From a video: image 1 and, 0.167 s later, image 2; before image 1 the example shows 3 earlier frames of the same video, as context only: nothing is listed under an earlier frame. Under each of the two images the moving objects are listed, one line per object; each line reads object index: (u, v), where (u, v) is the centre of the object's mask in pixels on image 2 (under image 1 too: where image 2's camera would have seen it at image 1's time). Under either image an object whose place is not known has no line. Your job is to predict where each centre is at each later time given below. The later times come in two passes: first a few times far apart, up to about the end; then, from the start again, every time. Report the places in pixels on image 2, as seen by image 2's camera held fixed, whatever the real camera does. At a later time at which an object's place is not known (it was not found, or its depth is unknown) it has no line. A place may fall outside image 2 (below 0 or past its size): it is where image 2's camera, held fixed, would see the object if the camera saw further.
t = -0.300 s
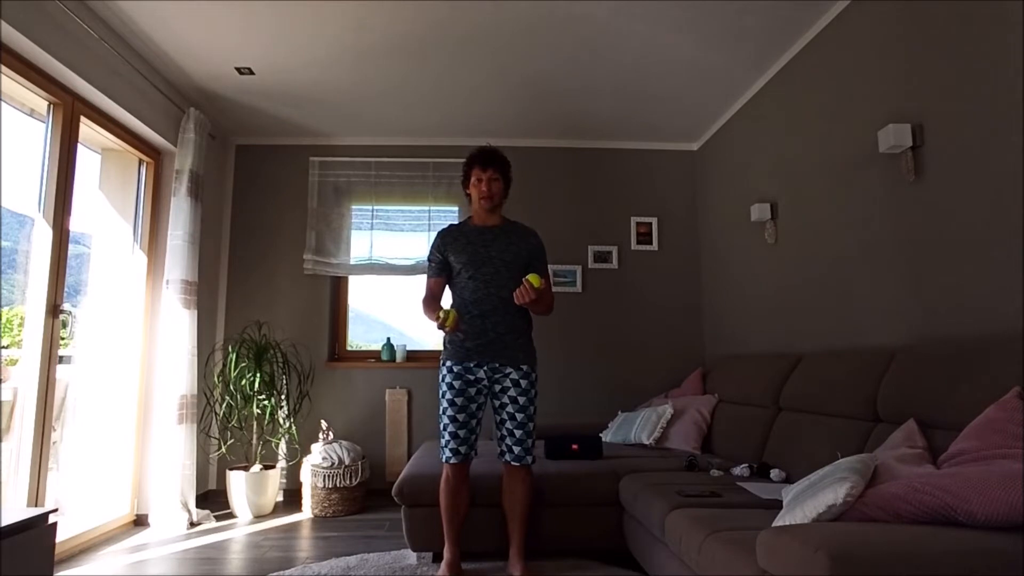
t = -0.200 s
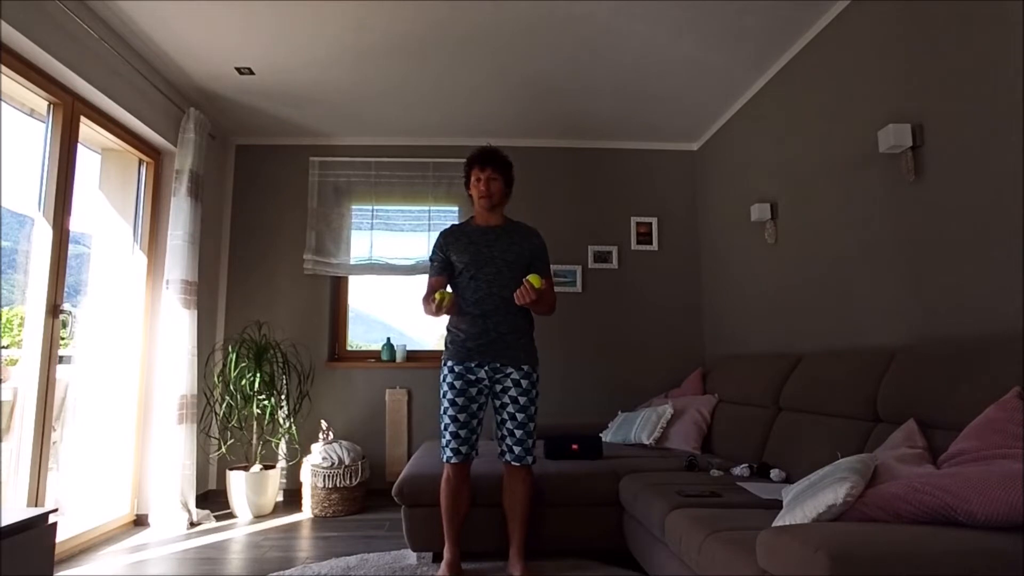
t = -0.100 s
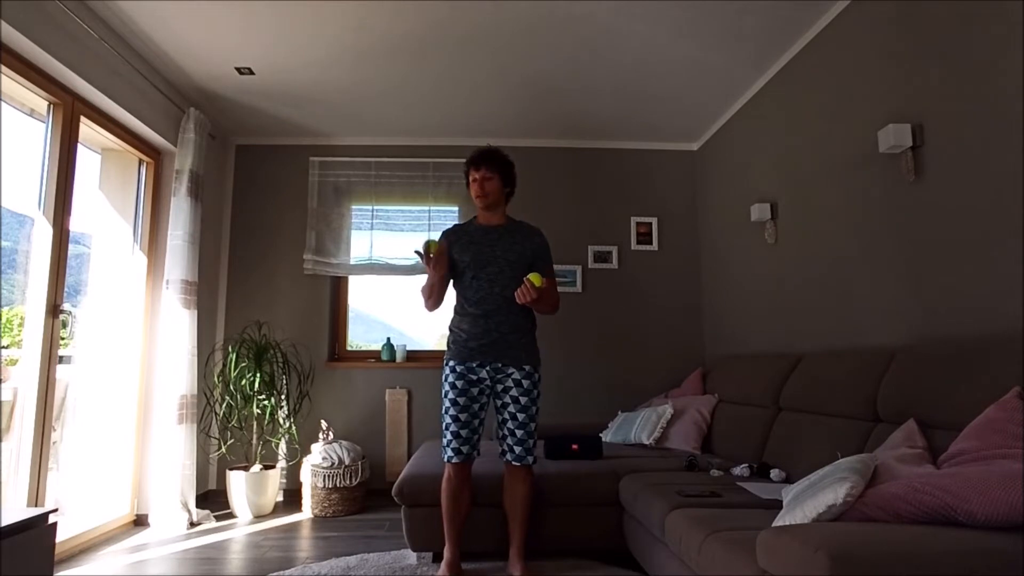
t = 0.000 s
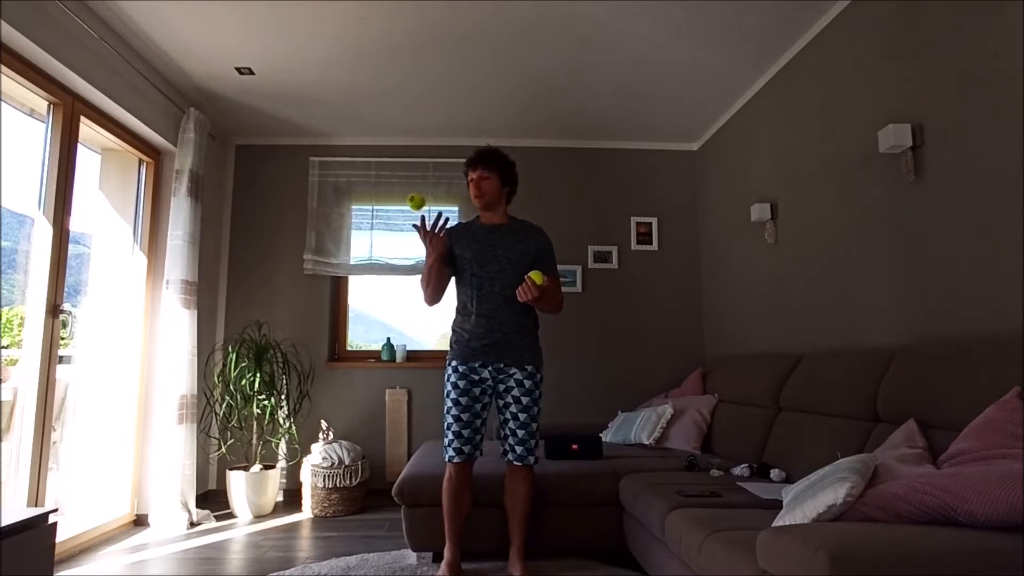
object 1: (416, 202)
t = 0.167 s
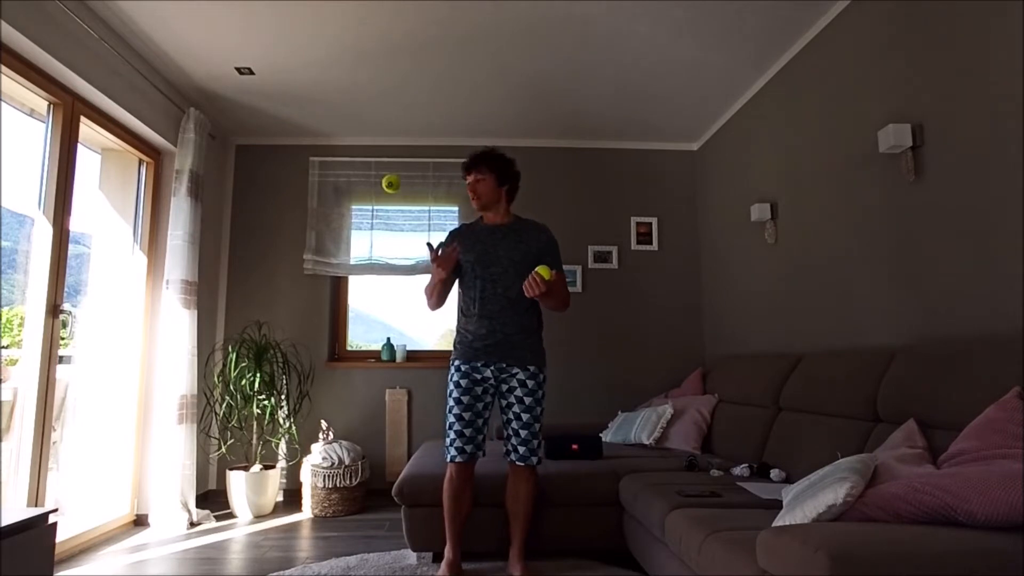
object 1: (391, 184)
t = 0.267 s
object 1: (376, 205)
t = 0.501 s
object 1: (337, 354)
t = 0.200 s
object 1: (385, 188)
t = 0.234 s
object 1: (380, 195)
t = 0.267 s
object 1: (376, 205)
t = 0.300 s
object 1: (371, 218)
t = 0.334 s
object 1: (365, 233)
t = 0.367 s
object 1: (360, 251)
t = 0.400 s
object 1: (354, 272)
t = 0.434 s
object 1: (347, 297)
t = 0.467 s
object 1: (343, 324)
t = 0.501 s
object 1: (337, 354)
